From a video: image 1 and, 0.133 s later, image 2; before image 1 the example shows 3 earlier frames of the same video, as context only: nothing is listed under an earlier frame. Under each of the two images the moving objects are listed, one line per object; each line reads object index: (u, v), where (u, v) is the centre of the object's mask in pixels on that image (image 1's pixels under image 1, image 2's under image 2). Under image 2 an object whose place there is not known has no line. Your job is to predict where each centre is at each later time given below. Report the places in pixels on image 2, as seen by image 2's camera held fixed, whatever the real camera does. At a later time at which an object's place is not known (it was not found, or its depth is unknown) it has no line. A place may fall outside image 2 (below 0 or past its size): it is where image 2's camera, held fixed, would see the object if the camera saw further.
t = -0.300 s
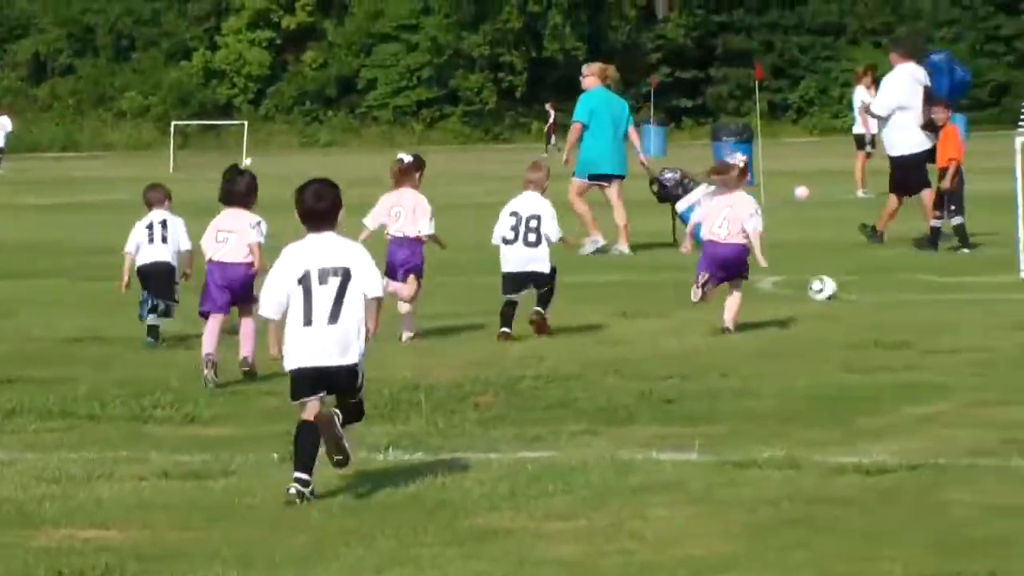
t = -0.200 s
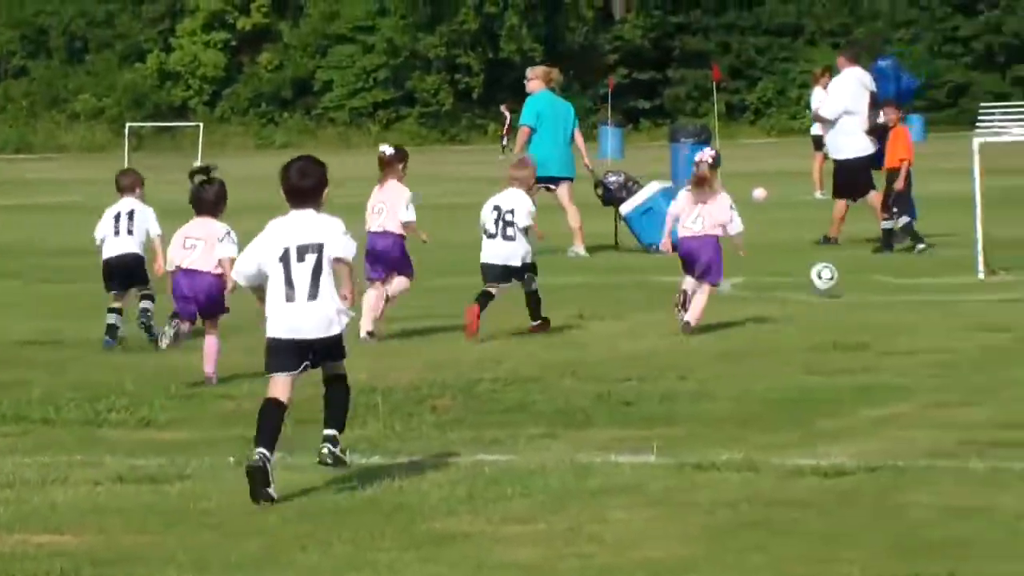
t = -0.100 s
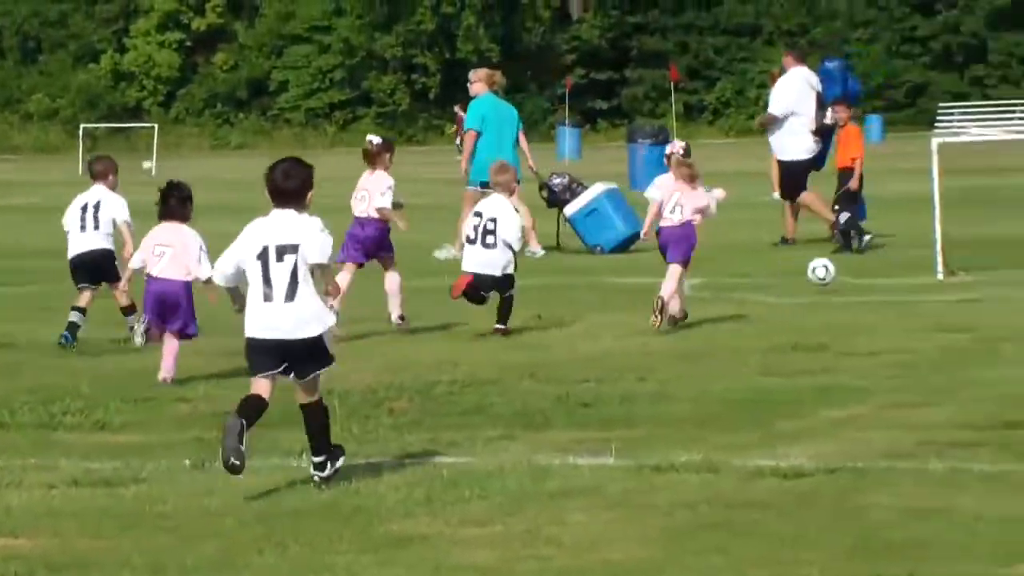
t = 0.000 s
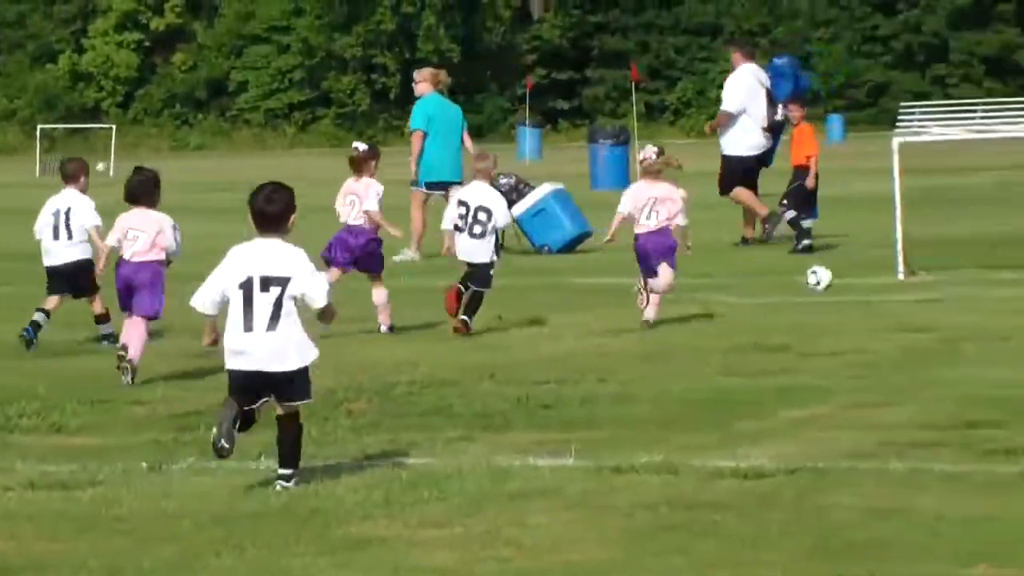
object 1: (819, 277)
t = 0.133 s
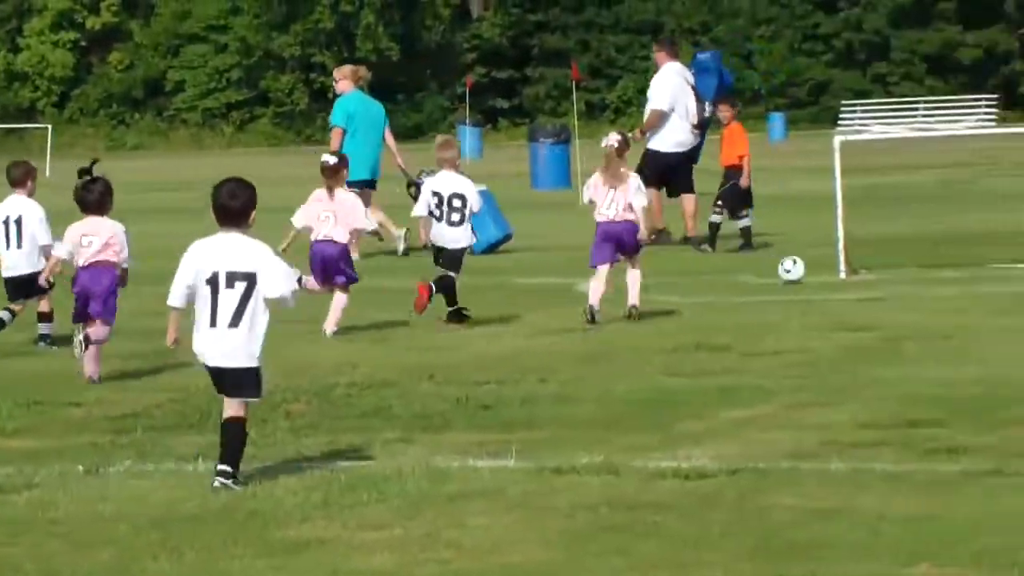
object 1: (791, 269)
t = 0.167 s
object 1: (797, 270)
